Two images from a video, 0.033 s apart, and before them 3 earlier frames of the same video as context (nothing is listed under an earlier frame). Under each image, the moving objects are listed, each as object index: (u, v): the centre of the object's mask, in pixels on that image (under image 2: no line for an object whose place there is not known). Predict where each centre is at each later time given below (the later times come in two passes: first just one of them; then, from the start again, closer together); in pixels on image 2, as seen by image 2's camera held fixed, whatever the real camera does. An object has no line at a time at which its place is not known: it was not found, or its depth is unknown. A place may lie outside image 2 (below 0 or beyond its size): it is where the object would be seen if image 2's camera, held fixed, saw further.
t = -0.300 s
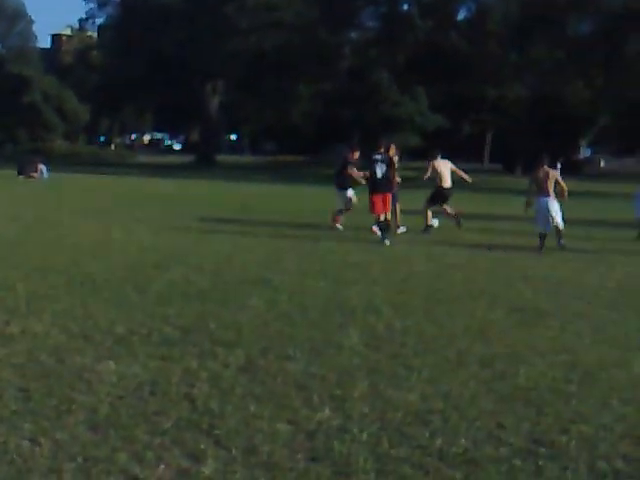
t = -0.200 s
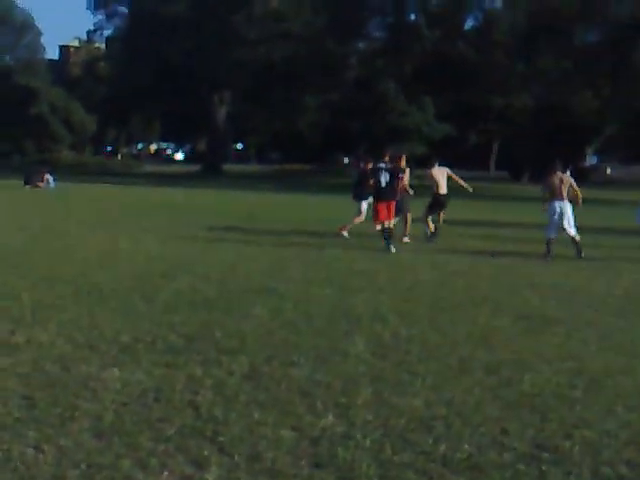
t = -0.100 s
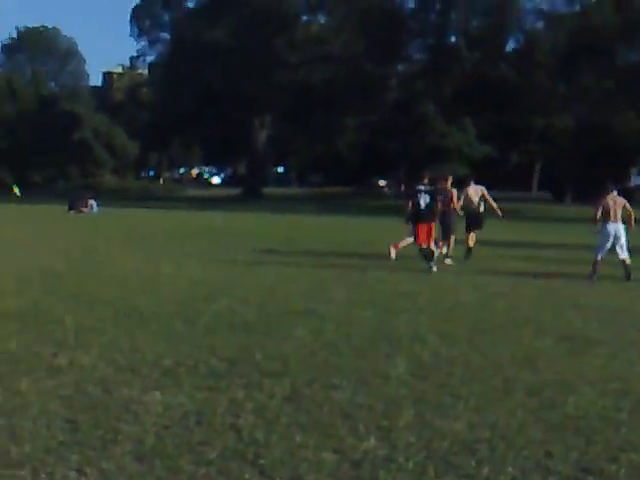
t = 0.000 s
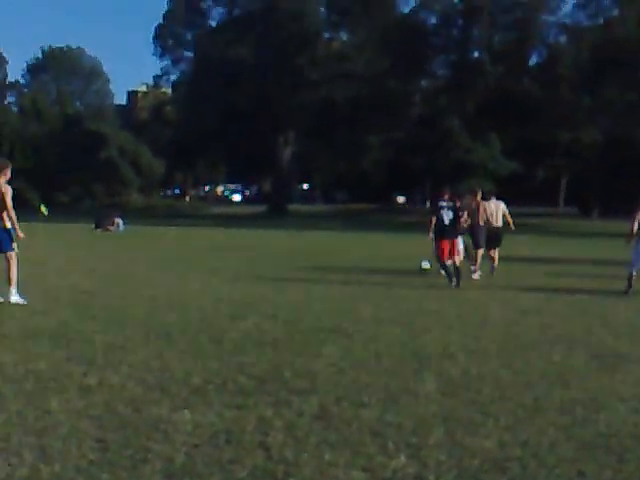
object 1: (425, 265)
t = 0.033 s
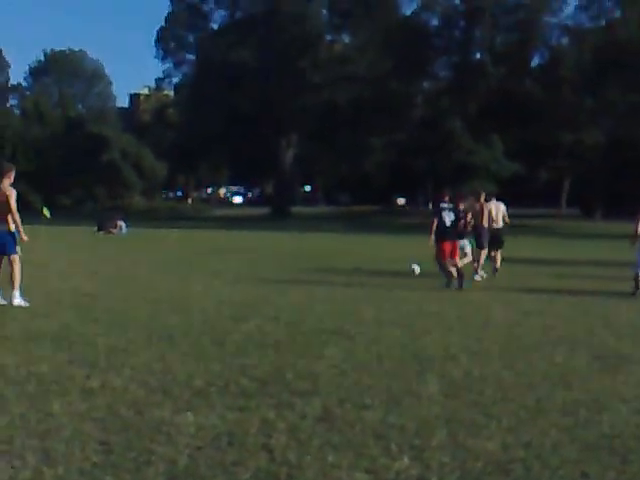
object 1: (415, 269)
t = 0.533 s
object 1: (290, 261)
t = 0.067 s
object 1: (405, 270)
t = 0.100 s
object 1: (393, 272)
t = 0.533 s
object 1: (290, 261)
